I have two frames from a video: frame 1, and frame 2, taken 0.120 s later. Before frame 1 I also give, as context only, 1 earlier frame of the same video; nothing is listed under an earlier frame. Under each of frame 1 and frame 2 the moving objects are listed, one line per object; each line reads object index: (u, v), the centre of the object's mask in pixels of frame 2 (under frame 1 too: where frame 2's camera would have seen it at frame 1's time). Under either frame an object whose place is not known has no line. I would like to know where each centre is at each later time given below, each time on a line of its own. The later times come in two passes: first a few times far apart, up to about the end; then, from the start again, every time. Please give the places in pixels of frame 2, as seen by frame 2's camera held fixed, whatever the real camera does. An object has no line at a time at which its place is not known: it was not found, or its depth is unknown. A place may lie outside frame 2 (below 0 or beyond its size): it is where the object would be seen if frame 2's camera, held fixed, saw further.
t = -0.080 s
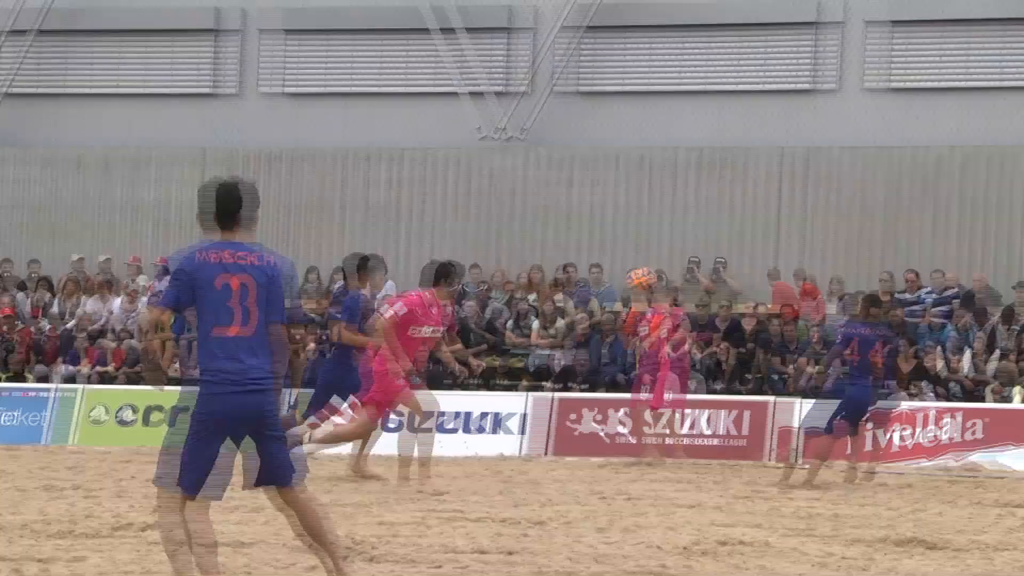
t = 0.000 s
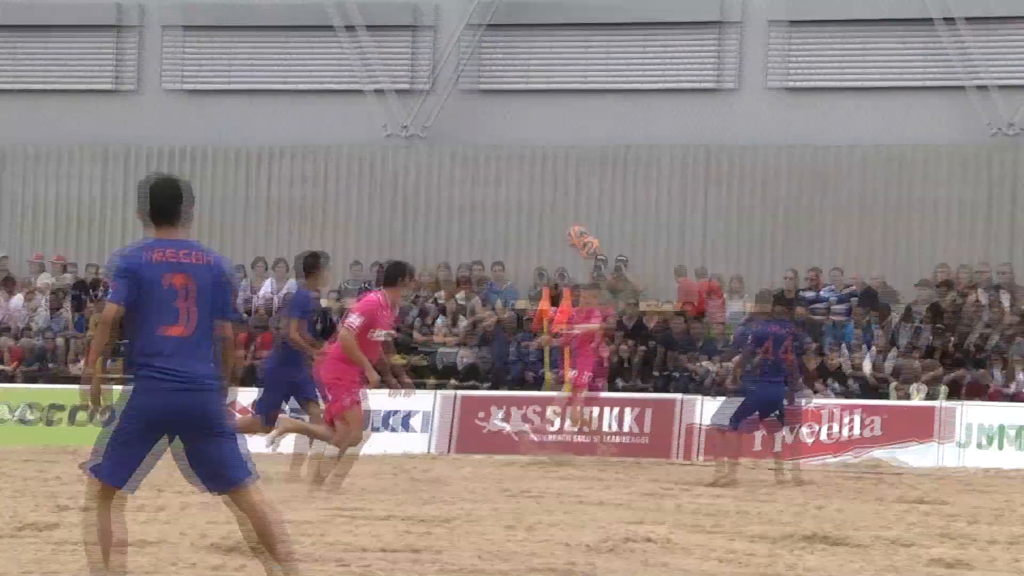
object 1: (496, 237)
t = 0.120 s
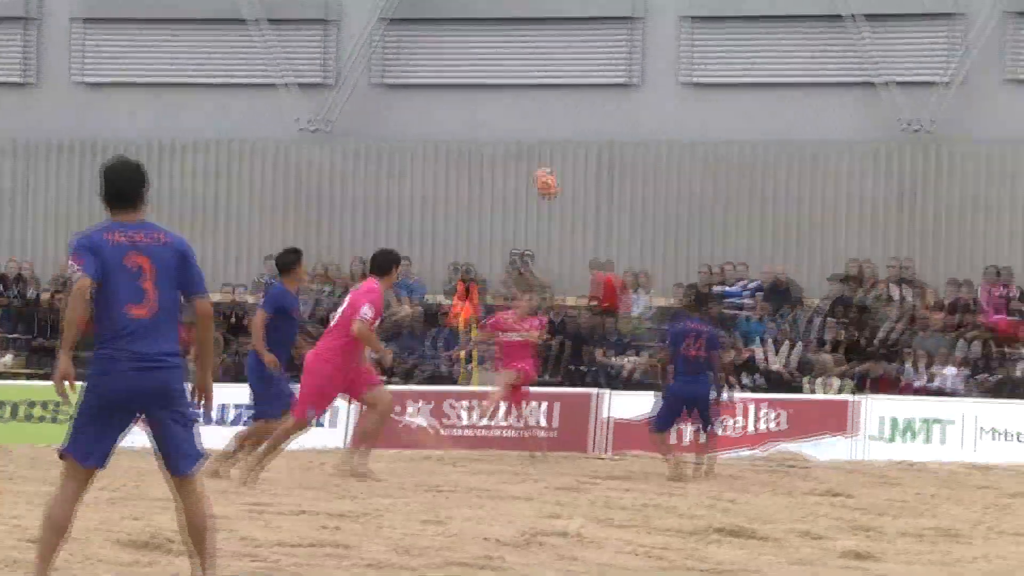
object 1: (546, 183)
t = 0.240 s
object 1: (602, 145)
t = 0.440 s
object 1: (708, 114)
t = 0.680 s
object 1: (862, 140)
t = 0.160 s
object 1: (565, 169)
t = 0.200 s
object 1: (583, 157)
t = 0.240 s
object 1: (602, 145)
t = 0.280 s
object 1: (622, 136)
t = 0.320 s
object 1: (643, 127)
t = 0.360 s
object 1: (664, 122)
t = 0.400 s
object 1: (686, 116)
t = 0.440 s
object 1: (708, 114)
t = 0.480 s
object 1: (733, 113)
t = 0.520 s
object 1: (757, 113)
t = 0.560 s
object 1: (781, 117)
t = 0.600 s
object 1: (807, 122)
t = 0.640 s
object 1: (835, 129)
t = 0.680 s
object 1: (862, 140)
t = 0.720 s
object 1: (891, 152)
